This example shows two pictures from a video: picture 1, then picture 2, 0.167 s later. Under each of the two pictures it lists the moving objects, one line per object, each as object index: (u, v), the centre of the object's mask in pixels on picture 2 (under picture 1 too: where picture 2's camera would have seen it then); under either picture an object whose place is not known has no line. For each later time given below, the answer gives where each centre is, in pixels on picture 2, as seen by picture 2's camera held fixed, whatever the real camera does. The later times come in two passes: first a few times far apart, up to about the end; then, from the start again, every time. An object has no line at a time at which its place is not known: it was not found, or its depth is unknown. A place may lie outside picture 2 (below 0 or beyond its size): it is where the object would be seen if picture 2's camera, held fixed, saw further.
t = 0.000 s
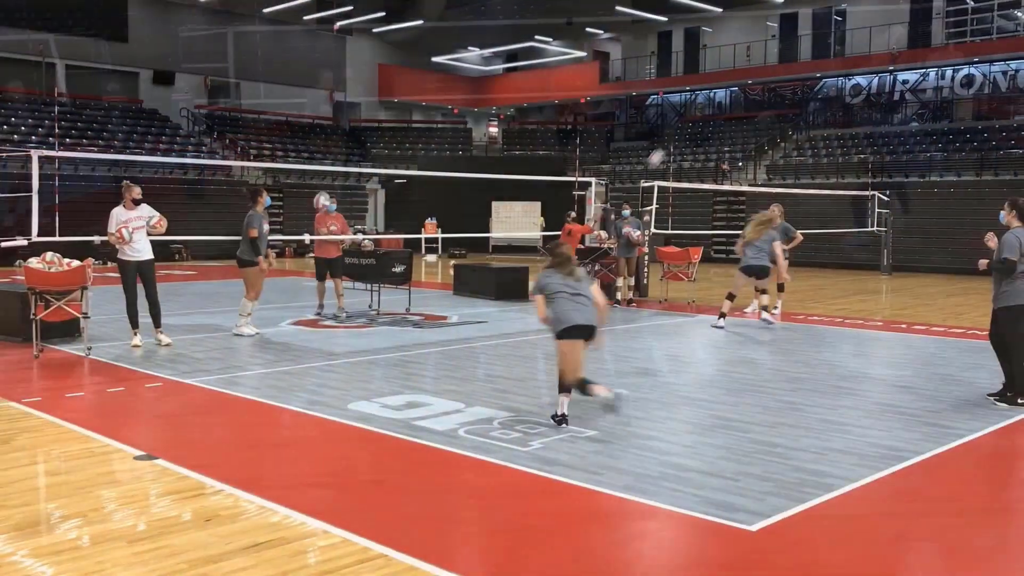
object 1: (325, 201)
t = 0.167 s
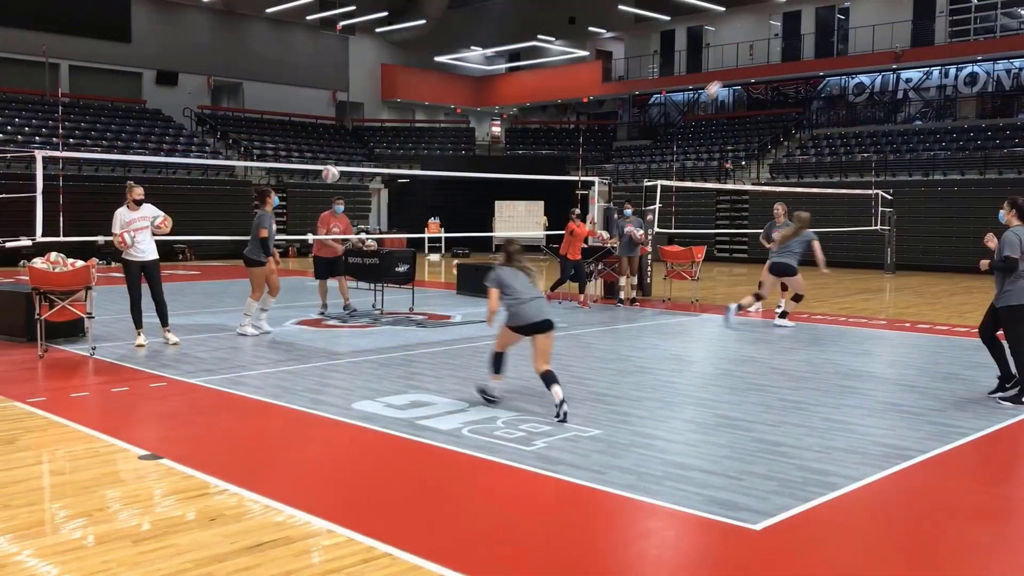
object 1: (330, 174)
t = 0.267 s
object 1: (334, 167)
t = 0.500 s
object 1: (343, 187)
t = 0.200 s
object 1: (332, 170)
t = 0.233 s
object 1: (333, 168)
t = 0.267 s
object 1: (334, 167)
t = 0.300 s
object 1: (335, 167)
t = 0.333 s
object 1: (337, 168)
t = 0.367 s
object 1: (338, 169)
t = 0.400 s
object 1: (339, 172)
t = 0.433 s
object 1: (341, 176)
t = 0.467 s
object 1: (342, 181)
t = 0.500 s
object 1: (343, 187)
